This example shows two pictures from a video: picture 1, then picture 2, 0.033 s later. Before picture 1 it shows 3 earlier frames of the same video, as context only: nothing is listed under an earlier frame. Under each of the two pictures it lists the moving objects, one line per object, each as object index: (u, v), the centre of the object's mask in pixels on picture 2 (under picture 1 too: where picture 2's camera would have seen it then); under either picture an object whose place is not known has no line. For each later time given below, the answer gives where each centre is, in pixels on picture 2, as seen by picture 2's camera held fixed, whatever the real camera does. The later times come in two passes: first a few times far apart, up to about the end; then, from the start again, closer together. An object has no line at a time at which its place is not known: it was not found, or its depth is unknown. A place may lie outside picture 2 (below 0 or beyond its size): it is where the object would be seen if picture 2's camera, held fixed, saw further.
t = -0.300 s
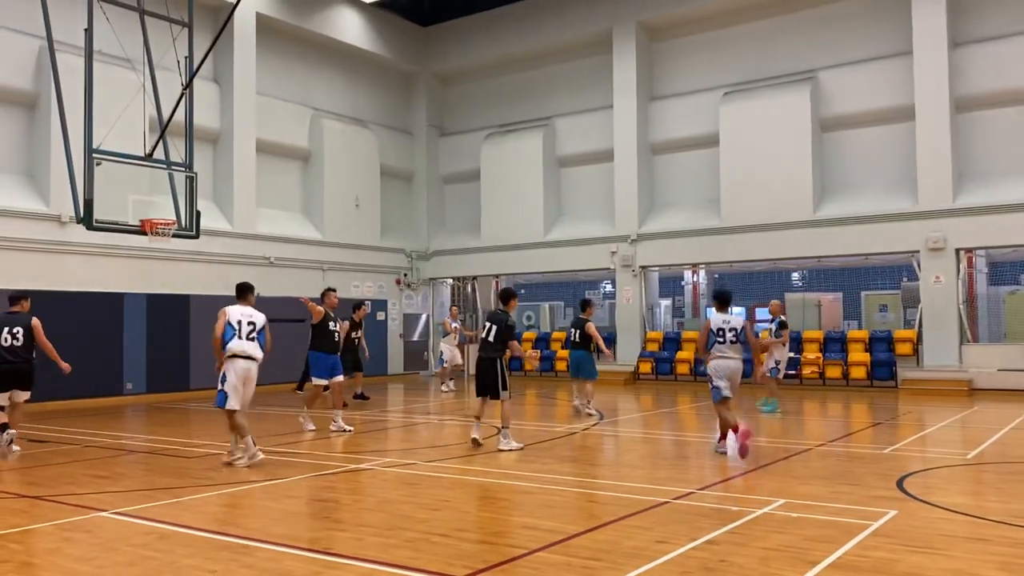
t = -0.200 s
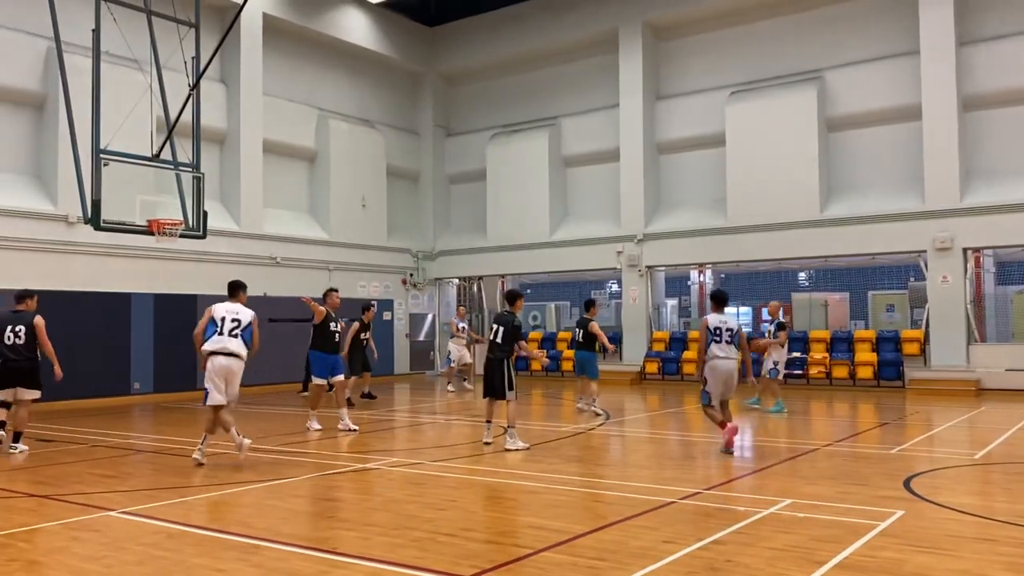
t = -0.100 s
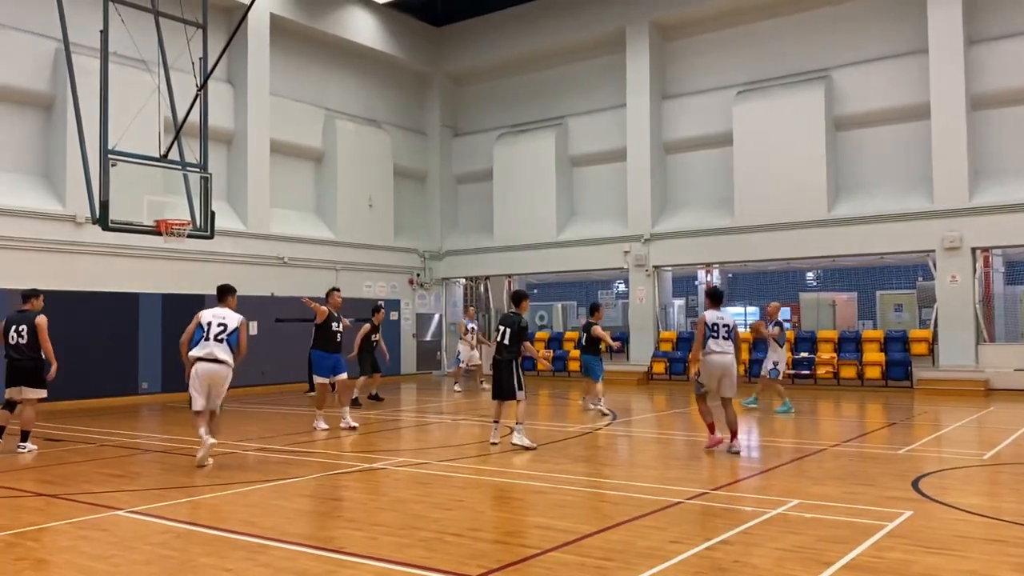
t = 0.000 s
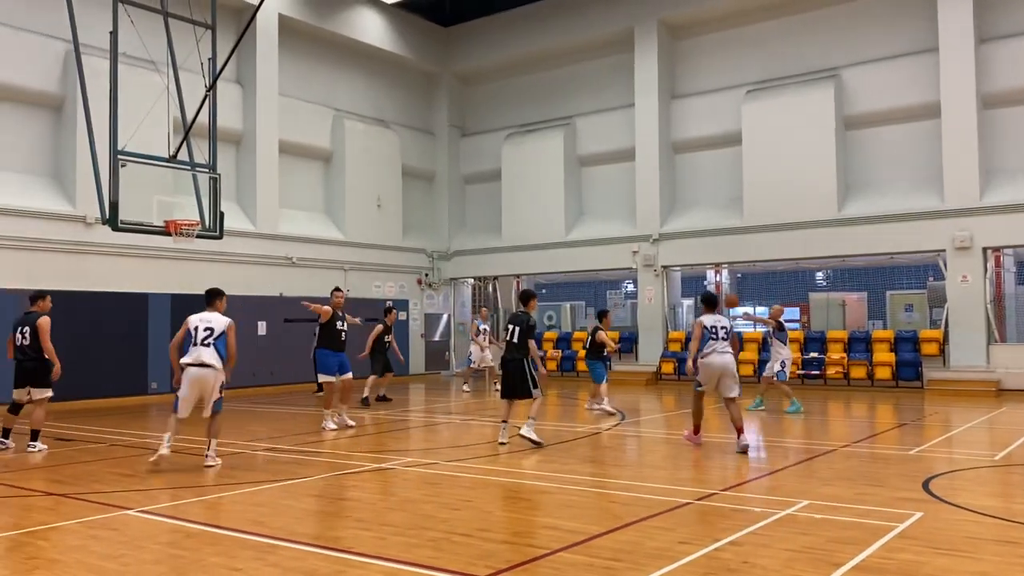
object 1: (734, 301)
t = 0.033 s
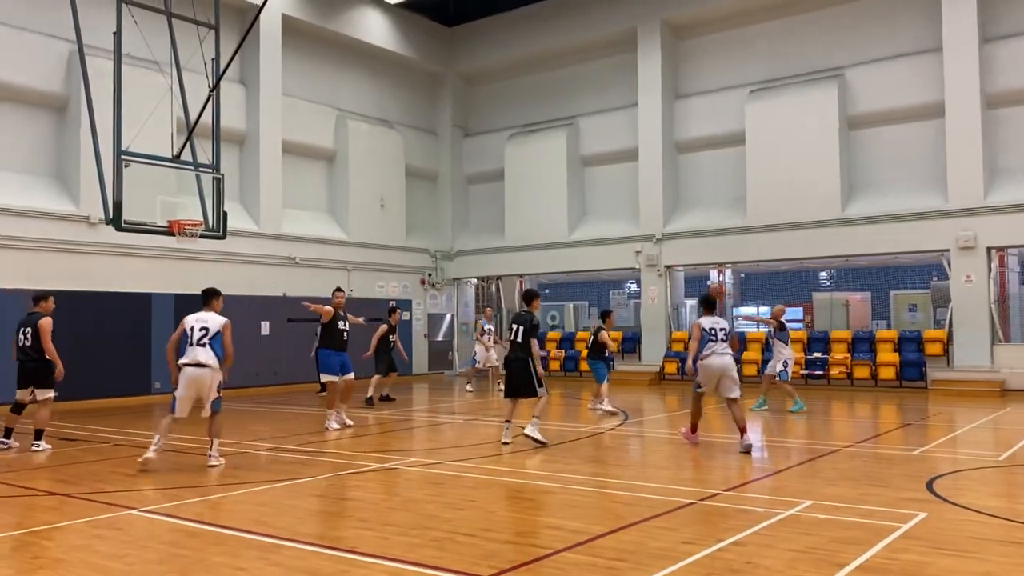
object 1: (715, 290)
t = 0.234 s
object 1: (608, 251)
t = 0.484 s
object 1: (483, 232)
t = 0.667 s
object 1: (396, 240)
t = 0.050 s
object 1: (707, 287)
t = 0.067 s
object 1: (696, 283)
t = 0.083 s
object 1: (688, 279)
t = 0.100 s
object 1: (679, 275)
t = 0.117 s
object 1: (670, 272)
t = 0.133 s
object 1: (660, 268)
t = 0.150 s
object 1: (652, 263)
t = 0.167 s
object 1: (643, 261)
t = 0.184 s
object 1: (634, 258)
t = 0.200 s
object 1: (626, 255)
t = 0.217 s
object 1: (616, 253)
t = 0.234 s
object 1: (608, 251)
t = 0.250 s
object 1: (600, 249)
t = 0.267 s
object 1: (591, 247)
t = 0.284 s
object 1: (582, 244)
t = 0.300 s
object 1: (574, 242)
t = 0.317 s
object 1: (565, 240)
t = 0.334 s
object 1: (558, 239)
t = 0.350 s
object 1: (549, 237)
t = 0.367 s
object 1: (540, 237)
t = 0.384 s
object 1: (532, 236)
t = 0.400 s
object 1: (524, 233)
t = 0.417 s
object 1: (515, 233)
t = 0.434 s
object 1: (507, 233)
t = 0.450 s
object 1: (499, 232)
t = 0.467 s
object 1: (491, 232)
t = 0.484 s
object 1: (483, 232)
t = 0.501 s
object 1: (475, 231)
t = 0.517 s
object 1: (467, 232)
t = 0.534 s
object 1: (458, 232)
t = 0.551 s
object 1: (451, 232)
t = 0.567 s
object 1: (443, 233)
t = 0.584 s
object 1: (435, 234)
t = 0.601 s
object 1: (427, 235)
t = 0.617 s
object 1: (419, 236)
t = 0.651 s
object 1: (404, 238)
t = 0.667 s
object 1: (396, 240)
